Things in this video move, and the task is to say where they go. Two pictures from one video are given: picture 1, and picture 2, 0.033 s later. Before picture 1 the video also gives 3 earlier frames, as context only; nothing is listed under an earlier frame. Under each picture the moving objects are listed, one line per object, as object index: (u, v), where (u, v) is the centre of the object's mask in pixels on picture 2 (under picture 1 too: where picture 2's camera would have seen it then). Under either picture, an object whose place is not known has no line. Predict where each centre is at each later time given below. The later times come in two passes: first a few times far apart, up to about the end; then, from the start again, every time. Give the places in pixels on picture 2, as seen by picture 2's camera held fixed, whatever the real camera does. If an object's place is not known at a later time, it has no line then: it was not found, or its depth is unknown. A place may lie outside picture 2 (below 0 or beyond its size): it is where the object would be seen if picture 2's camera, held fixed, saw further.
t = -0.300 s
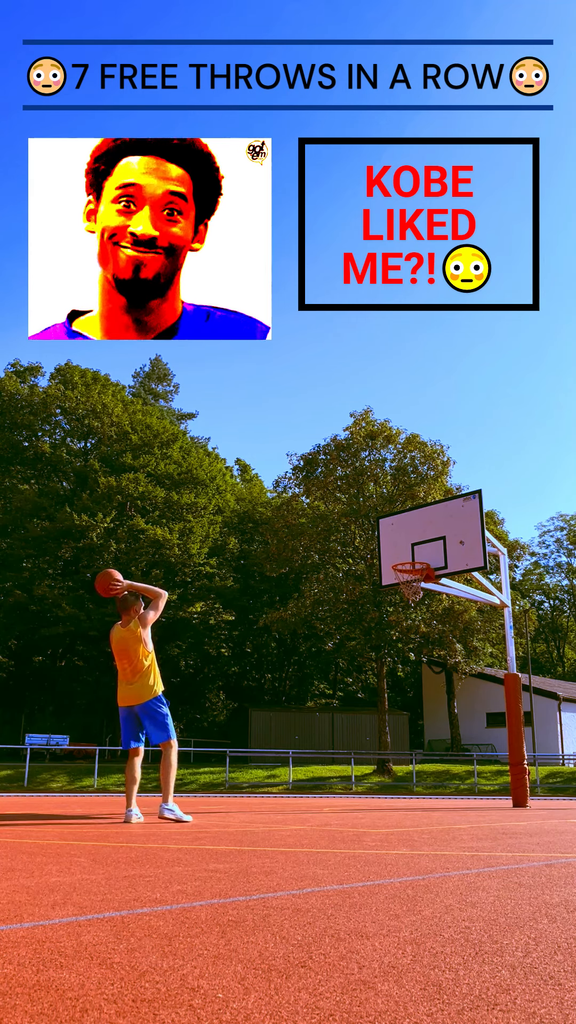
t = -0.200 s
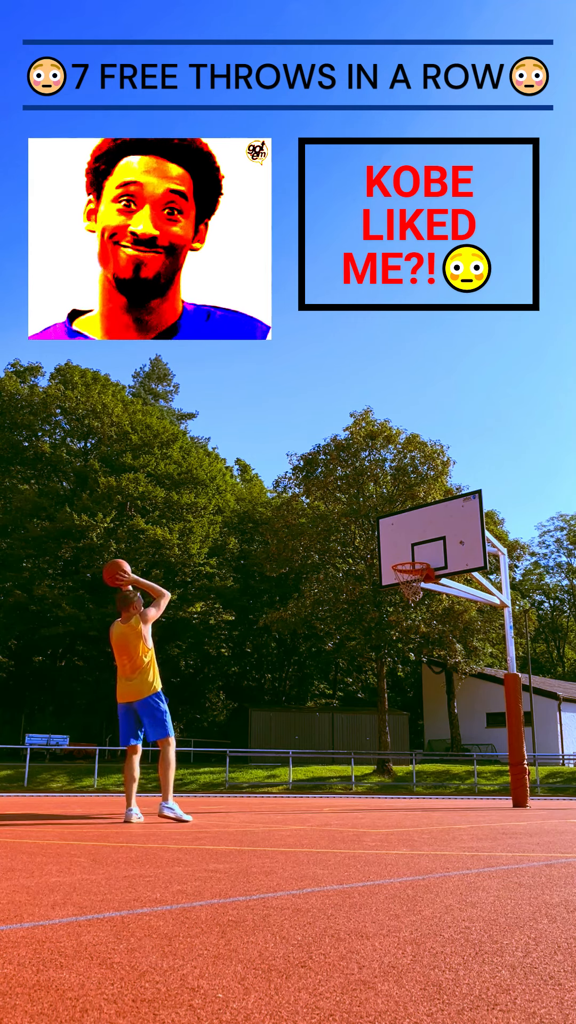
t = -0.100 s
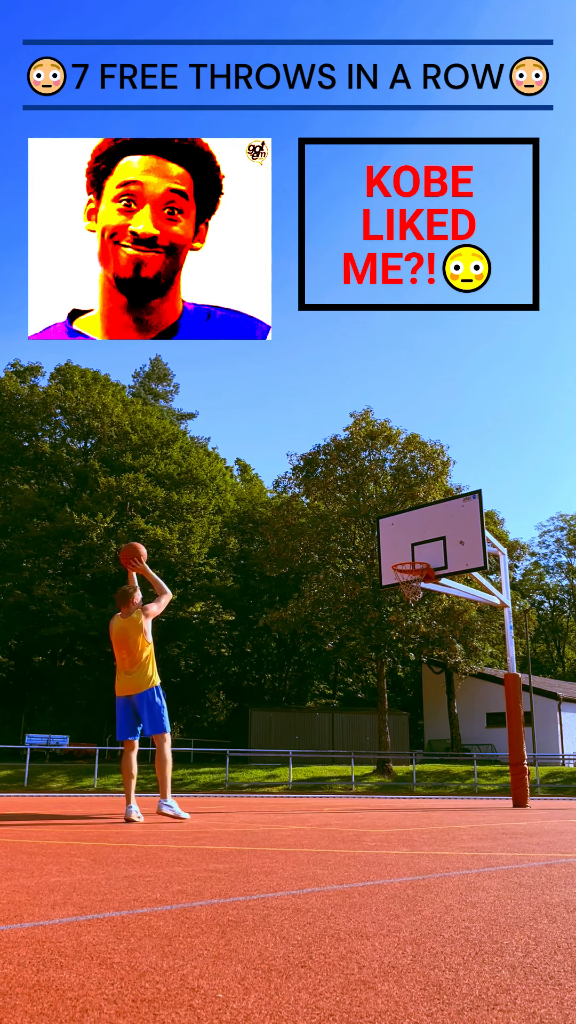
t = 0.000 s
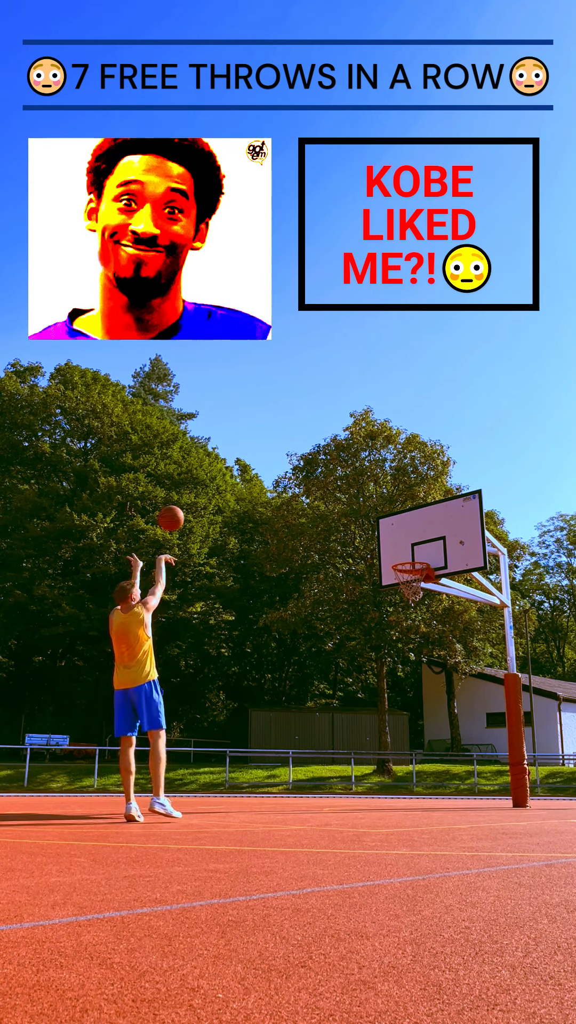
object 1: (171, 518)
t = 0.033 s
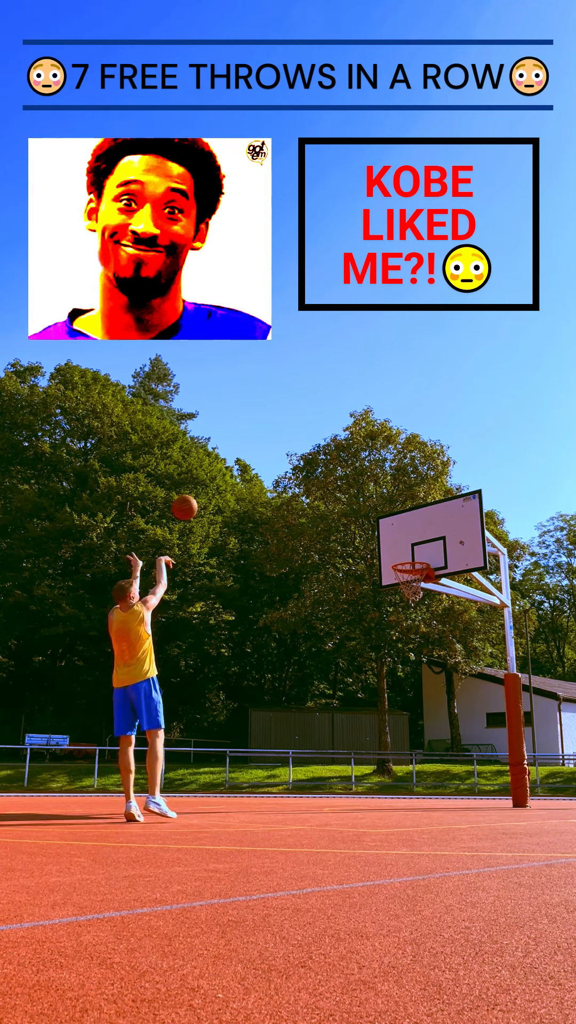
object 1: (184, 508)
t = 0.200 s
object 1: (239, 476)
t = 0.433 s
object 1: (307, 471)
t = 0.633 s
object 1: (351, 496)
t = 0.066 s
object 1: (198, 498)
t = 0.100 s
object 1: (210, 490)
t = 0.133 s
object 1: (222, 484)
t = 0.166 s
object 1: (234, 478)
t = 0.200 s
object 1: (239, 476)
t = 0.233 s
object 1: (249, 473)
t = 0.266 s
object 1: (260, 470)
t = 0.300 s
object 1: (270, 468)
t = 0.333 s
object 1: (280, 468)
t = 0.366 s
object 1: (289, 468)
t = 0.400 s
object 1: (298, 469)
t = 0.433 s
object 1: (307, 471)
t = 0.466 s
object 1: (315, 474)
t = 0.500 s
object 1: (323, 478)
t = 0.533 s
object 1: (332, 483)
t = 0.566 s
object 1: (339, 487)
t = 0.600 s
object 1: (343, 490)
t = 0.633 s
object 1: (351, 496)
